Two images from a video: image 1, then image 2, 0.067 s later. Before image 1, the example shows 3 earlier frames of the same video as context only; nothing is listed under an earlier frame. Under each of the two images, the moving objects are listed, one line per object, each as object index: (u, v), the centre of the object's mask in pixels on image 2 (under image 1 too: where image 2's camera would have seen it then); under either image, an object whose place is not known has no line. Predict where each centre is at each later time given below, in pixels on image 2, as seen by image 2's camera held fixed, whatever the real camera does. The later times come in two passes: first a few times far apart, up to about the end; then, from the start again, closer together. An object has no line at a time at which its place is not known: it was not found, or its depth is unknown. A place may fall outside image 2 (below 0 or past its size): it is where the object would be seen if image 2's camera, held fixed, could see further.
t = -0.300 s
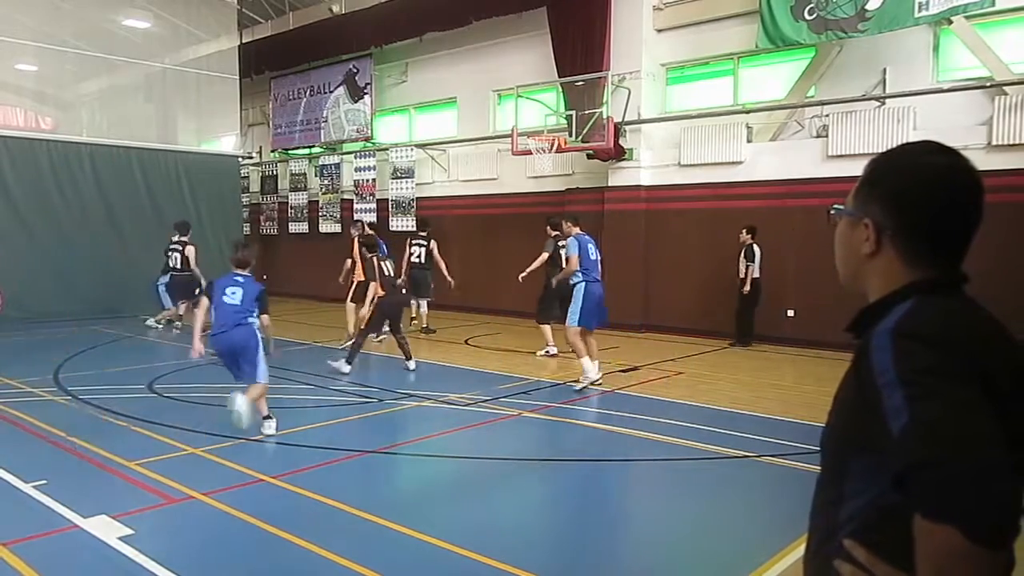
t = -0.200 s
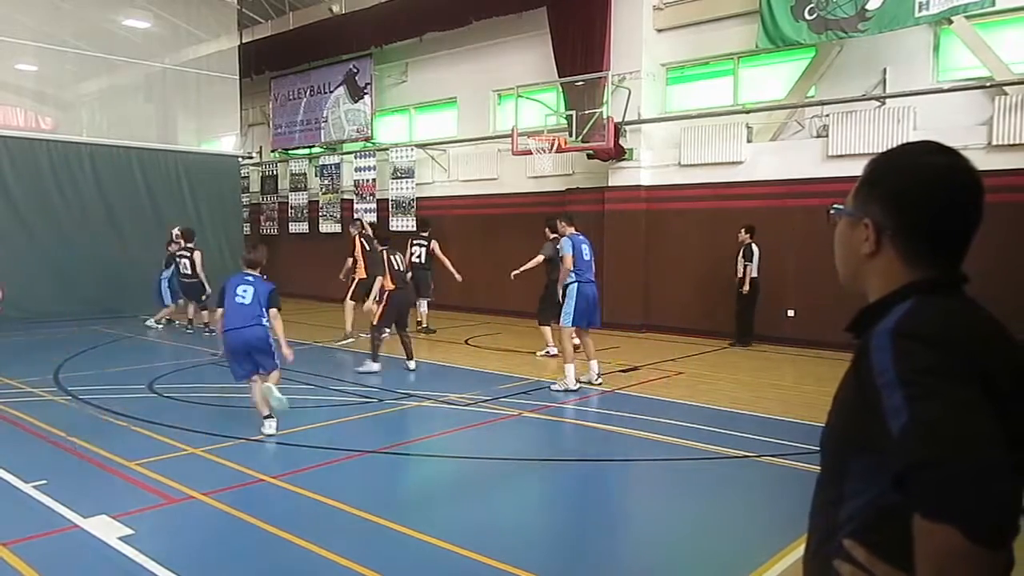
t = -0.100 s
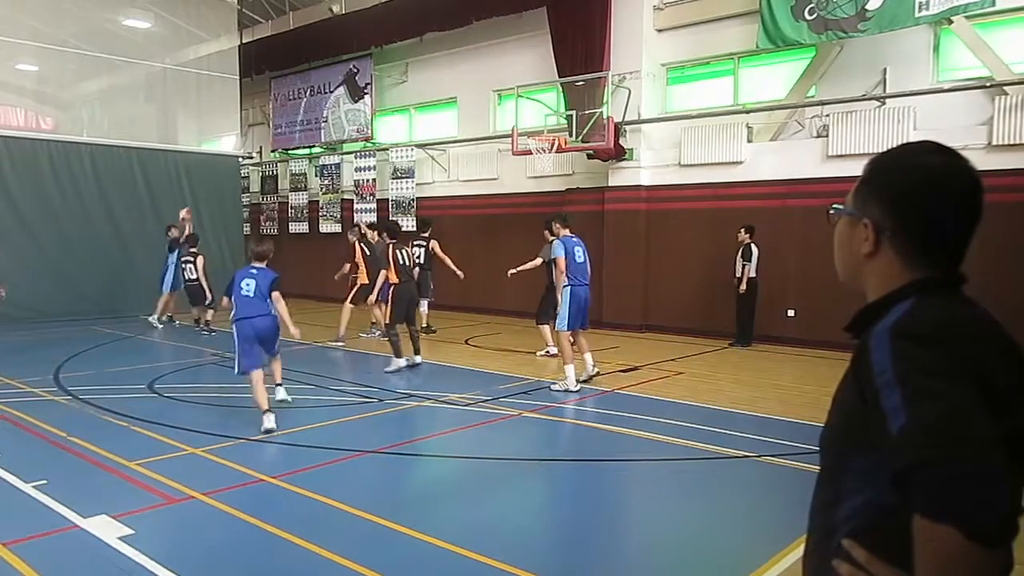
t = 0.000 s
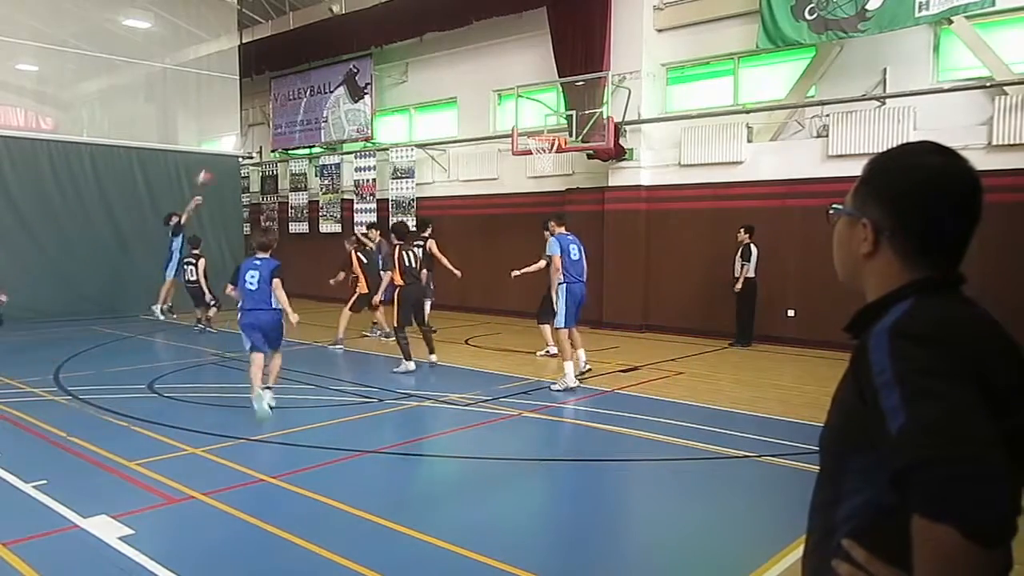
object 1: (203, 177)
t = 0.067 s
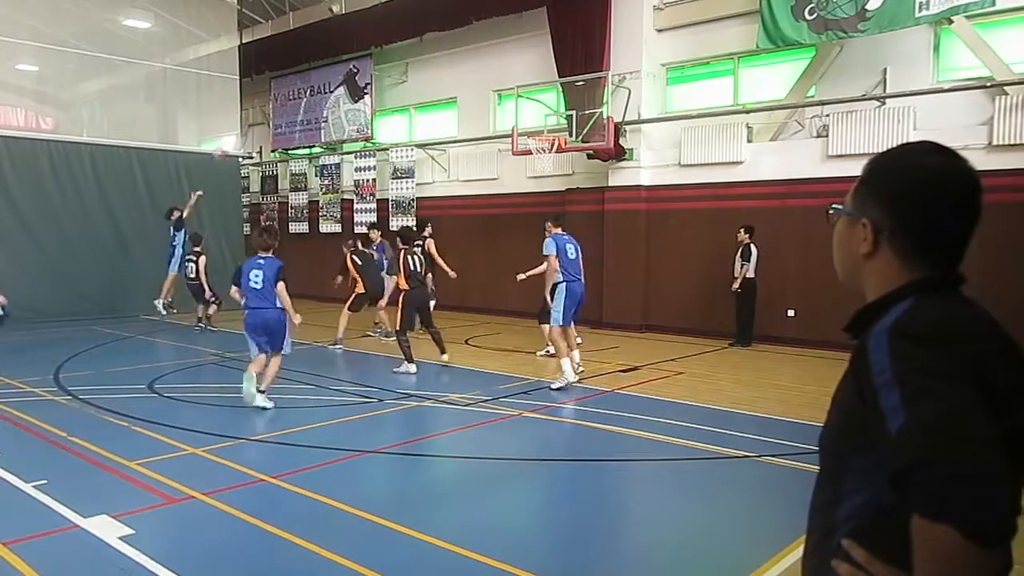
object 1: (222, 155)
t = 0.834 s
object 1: (428, 32)
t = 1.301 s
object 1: (562, 121)
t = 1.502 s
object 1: (584, 67)
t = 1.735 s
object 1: (590, 49)
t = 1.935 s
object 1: (595, 63)
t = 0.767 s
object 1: (409, 30)
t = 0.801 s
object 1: (419, 31)
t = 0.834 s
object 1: (428, 32)
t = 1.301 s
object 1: (562, 121)
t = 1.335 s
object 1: (566, 109)
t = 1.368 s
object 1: (572, 99)
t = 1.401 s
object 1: (575, 89)
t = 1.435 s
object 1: (580, 81)
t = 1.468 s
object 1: (583, 73)
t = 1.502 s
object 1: (584, 67)
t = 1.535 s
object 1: (584, 63)
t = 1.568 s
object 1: (585, 59)
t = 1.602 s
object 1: (586, 55)
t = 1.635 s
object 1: (587, 53)
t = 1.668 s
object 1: (588, 51)
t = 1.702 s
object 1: (589, 49)
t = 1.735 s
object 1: (590, 49)
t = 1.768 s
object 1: (591, 50)
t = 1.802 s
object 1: (591, 51)
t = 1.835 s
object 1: (592, 52)
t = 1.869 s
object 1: (594, 55)
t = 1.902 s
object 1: (594, 59)
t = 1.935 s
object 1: (595, 63)
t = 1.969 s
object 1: (597, 68)
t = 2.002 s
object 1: (597, 72)
